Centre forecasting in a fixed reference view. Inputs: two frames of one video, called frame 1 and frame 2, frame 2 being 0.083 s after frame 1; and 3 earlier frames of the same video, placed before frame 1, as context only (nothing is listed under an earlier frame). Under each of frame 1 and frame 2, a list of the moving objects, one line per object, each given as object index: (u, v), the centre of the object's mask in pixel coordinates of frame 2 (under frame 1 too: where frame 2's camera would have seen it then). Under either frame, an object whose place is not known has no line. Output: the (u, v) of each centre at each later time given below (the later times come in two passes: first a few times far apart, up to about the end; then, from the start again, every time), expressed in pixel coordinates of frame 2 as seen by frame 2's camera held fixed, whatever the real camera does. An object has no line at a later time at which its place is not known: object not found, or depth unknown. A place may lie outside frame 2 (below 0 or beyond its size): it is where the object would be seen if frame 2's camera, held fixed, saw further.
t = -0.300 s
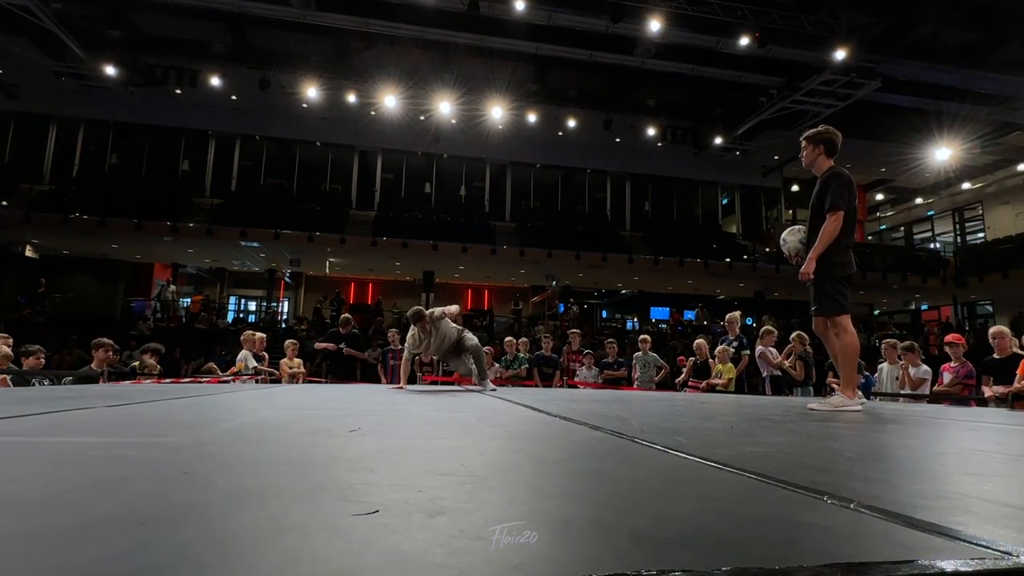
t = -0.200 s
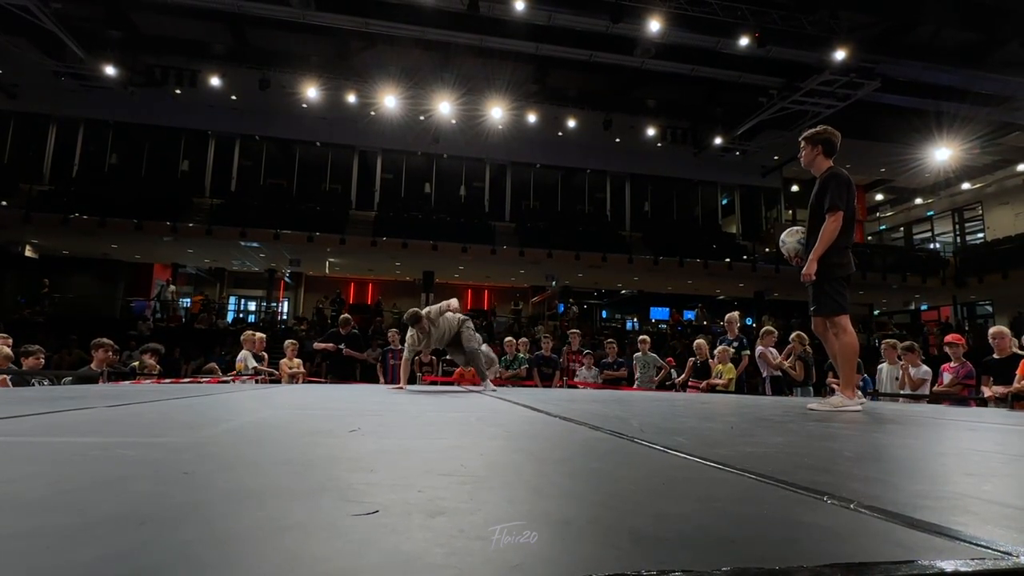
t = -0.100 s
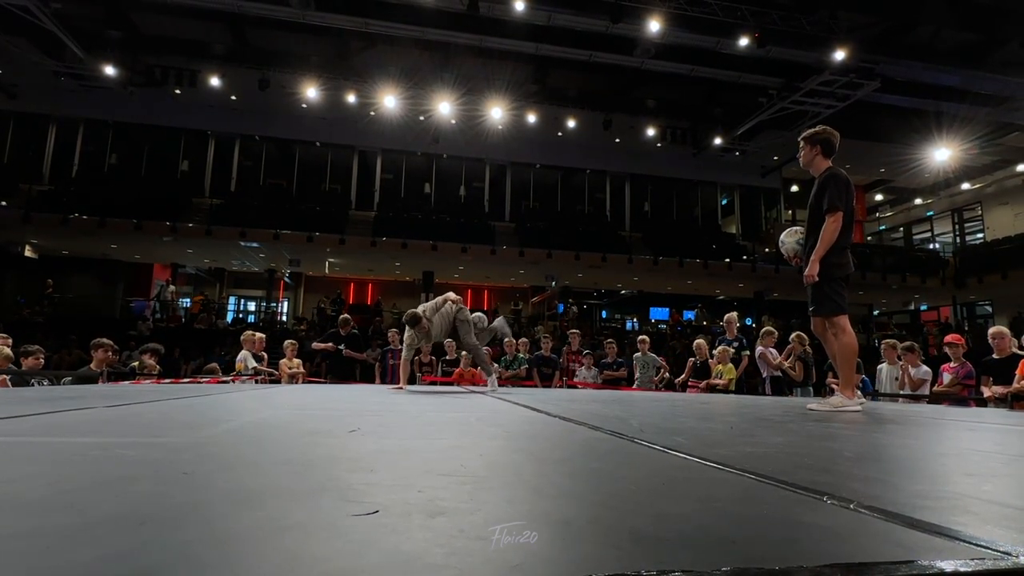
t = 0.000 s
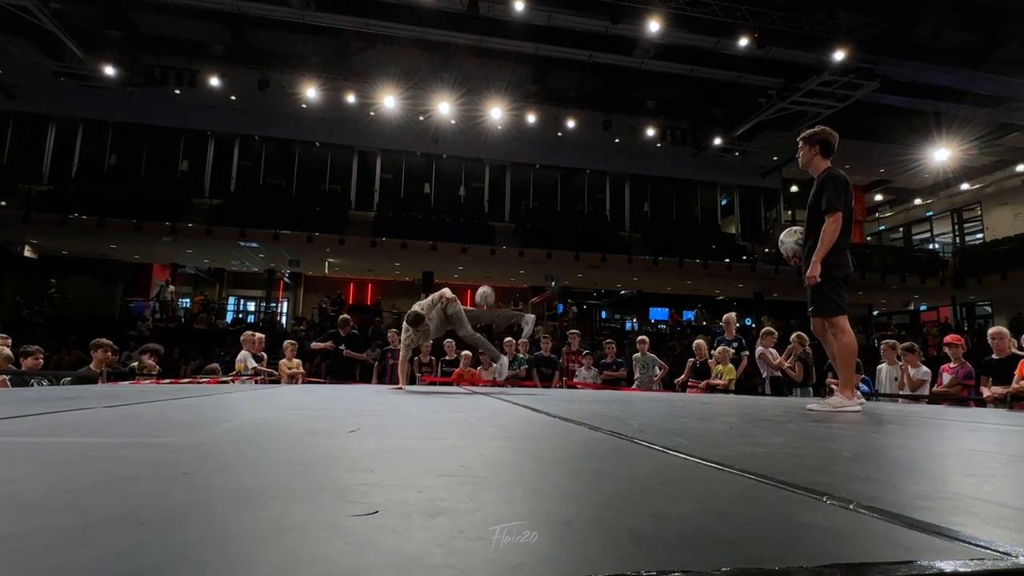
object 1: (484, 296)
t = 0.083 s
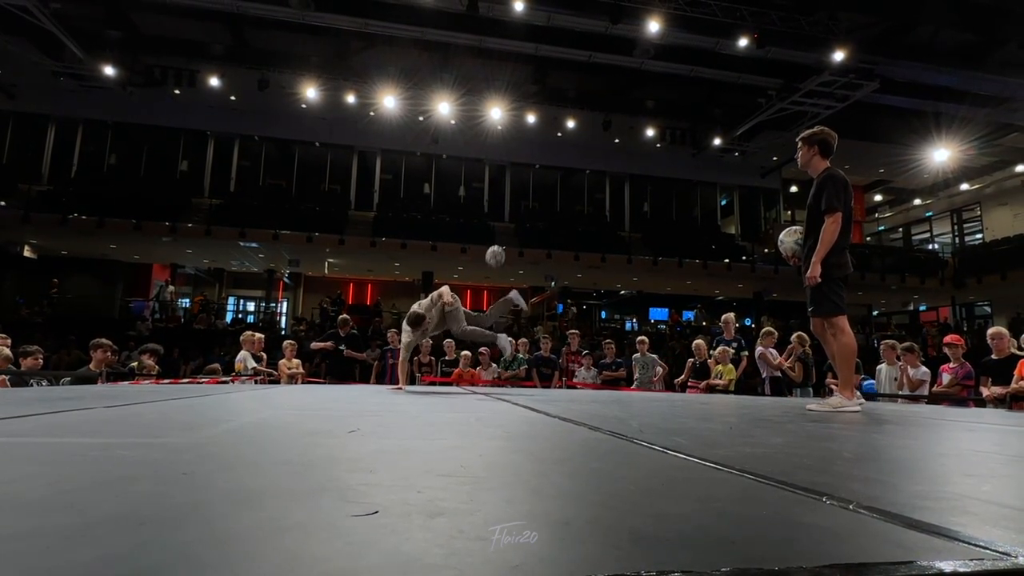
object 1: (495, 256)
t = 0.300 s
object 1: (521, 182)
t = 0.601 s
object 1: (555, 145)
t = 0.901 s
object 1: (588, 182)
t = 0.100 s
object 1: (497, 249)
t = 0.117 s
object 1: (499, 242)
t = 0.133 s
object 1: (501, 235)
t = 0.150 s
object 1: (503, 229)
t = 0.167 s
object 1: (505, 223)
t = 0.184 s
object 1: (507, 217)
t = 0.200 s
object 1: (509, 211)
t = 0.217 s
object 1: (511, 205)
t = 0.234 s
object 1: (513, 200)
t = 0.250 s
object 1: (515, 195)
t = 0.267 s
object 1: (517, 191)
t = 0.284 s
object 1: (519, 186)
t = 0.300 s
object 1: (521, 182)
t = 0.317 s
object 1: (523, 178)
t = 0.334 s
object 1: (525, 174)
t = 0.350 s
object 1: (527, 171)
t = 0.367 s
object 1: (529, 167)
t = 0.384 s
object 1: (531, 164)
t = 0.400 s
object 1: (532, 162)
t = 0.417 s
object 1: (534, 159)
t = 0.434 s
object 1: (536, 156)
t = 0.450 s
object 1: (538, 155)
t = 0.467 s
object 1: (540, 153)
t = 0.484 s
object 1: (542, 151)
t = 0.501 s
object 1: (544, 149)
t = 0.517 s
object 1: (546, 148)
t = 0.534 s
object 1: (547, 148)
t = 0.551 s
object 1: (549, 146)
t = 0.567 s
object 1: (551, 146)
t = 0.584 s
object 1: (553, 146)
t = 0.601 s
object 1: (555, 145)
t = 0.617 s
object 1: (557, 145)
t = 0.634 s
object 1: (558, 146)
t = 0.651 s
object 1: (560, 146)
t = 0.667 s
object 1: (562, 147)
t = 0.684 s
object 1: (564, 148)
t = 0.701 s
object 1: (566, 150)
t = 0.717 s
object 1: (568, 151)
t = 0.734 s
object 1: (569, 153)
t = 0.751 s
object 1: (571, 155)
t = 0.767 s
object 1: (573, 157)
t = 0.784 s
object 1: (575, 159)
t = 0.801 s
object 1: (577, 162)
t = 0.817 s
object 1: (579, 165)
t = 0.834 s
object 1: (580, 168)
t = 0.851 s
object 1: (582, 171)
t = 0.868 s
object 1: (584, 175)
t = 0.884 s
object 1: (586, 178)
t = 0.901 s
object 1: (588, 182)
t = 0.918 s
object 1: (590, 187)
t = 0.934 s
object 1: (591, 191)
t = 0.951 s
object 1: (593, 196)
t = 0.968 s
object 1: (595, 201)
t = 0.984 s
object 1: (597, 206)
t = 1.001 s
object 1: (599, 212)
